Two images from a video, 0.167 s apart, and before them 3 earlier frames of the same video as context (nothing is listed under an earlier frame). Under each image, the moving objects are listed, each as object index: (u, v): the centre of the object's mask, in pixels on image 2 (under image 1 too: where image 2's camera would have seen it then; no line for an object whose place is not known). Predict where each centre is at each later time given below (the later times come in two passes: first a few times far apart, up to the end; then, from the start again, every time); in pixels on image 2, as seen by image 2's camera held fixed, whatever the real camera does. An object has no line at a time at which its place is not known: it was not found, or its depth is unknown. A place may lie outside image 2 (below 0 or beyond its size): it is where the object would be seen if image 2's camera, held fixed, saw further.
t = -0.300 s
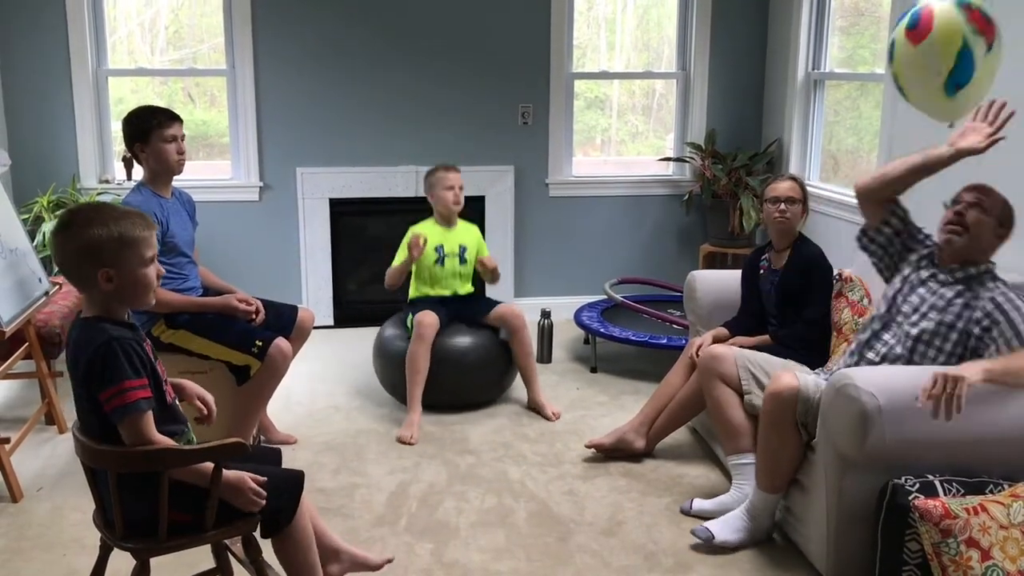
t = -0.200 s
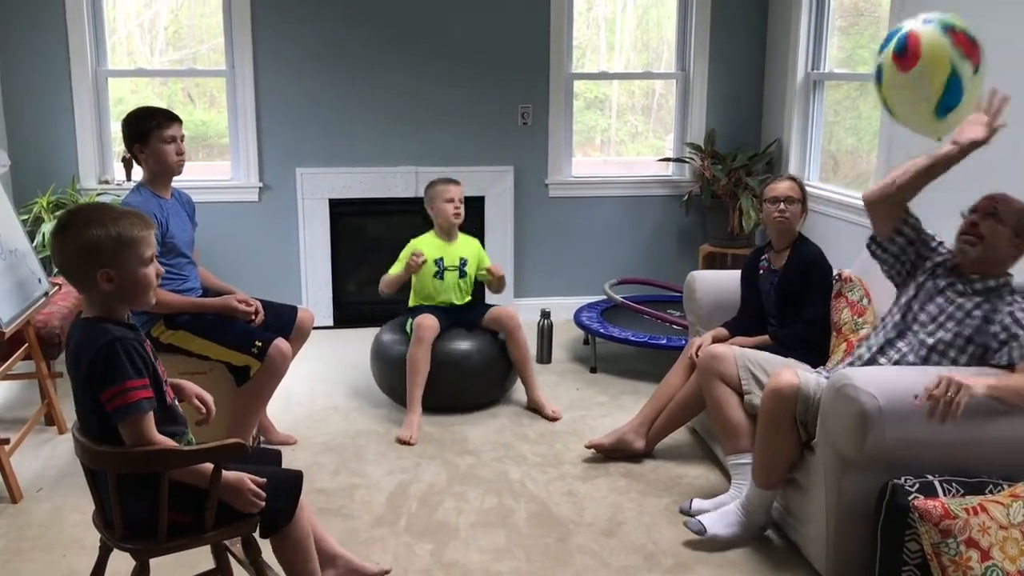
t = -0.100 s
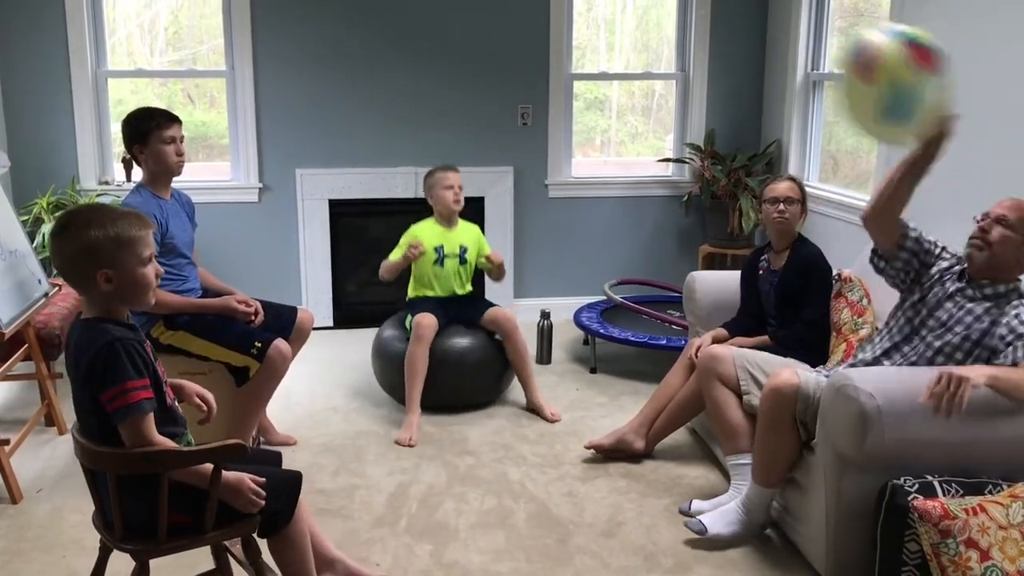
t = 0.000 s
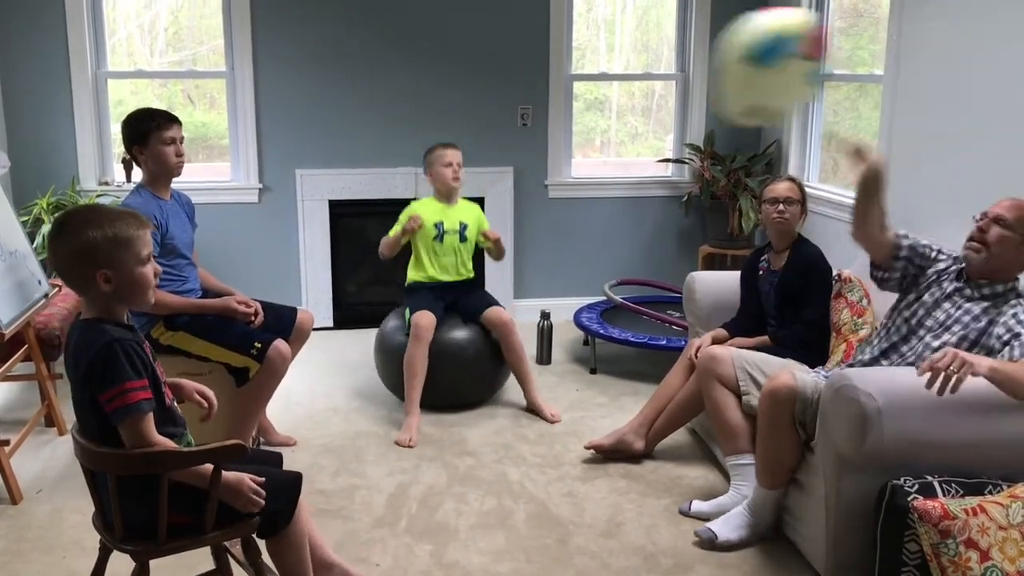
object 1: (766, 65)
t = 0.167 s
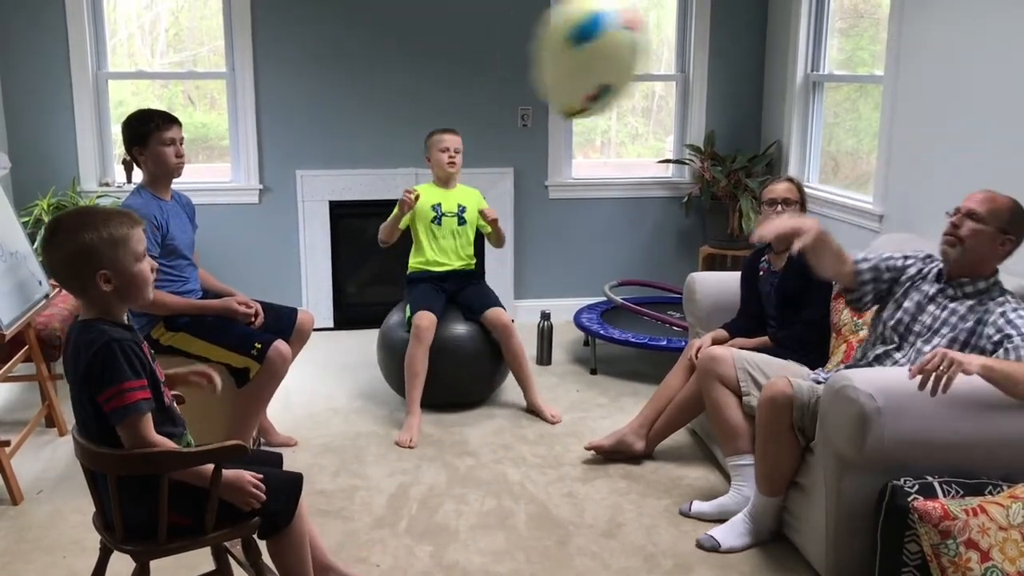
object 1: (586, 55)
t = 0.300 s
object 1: (490, 58)
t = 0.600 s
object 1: (368, 105)
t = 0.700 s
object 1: (345, 131)
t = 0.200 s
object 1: (557, 54)
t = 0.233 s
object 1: (531, 56)
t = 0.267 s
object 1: (510, 56)
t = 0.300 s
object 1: (490, 58)
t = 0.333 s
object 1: (472, 60)
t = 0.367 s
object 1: (454, 62)
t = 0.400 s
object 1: (439, 66)
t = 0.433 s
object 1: (424, 71)
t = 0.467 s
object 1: (412, 76)
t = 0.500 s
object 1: (400, 82)
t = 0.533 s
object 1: (389, 90)
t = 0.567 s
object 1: (377, 97)
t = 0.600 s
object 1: (368, 105)
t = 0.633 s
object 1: (360, 113)
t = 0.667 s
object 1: (352, 122)
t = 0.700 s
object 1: (345, 131)
